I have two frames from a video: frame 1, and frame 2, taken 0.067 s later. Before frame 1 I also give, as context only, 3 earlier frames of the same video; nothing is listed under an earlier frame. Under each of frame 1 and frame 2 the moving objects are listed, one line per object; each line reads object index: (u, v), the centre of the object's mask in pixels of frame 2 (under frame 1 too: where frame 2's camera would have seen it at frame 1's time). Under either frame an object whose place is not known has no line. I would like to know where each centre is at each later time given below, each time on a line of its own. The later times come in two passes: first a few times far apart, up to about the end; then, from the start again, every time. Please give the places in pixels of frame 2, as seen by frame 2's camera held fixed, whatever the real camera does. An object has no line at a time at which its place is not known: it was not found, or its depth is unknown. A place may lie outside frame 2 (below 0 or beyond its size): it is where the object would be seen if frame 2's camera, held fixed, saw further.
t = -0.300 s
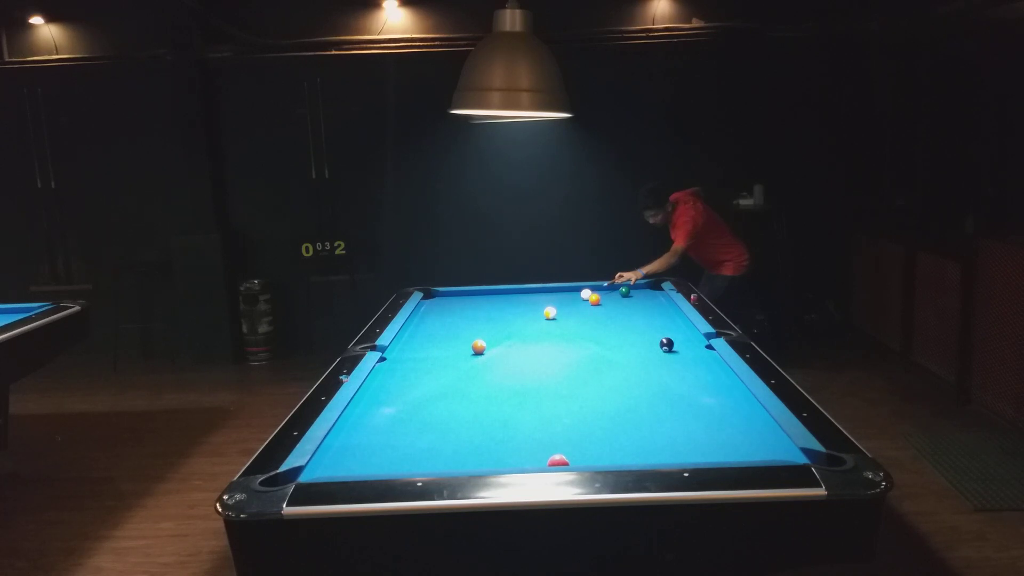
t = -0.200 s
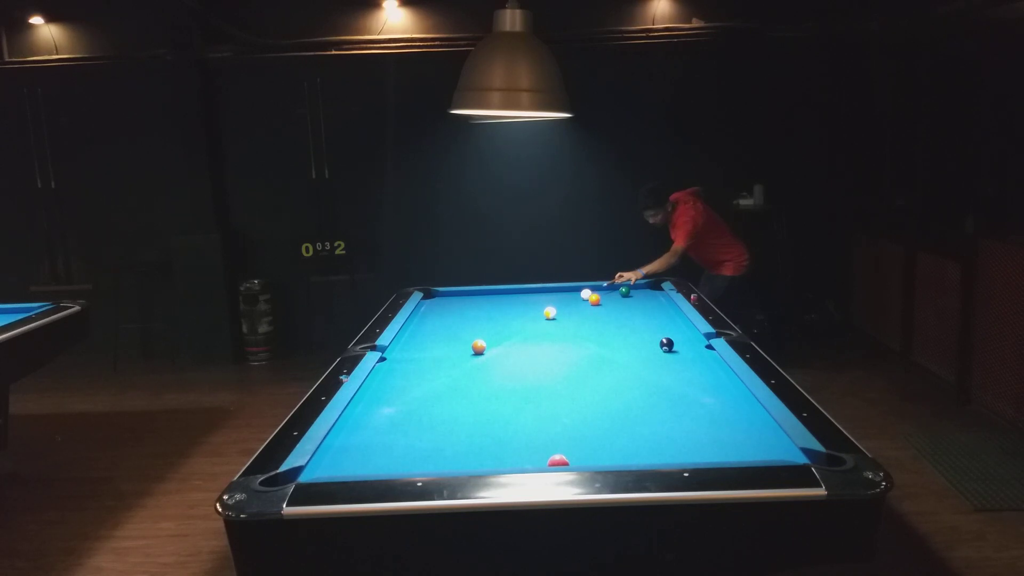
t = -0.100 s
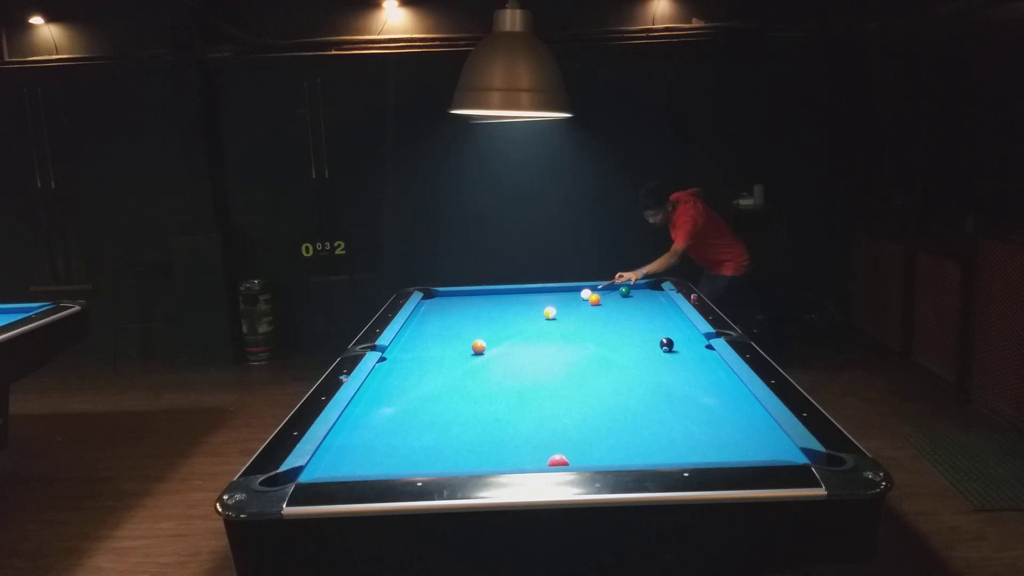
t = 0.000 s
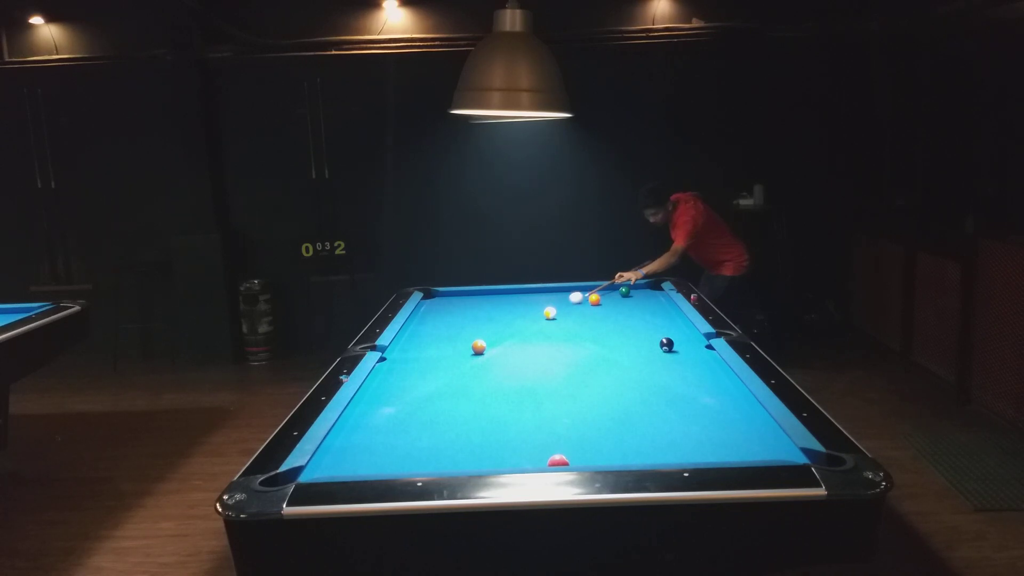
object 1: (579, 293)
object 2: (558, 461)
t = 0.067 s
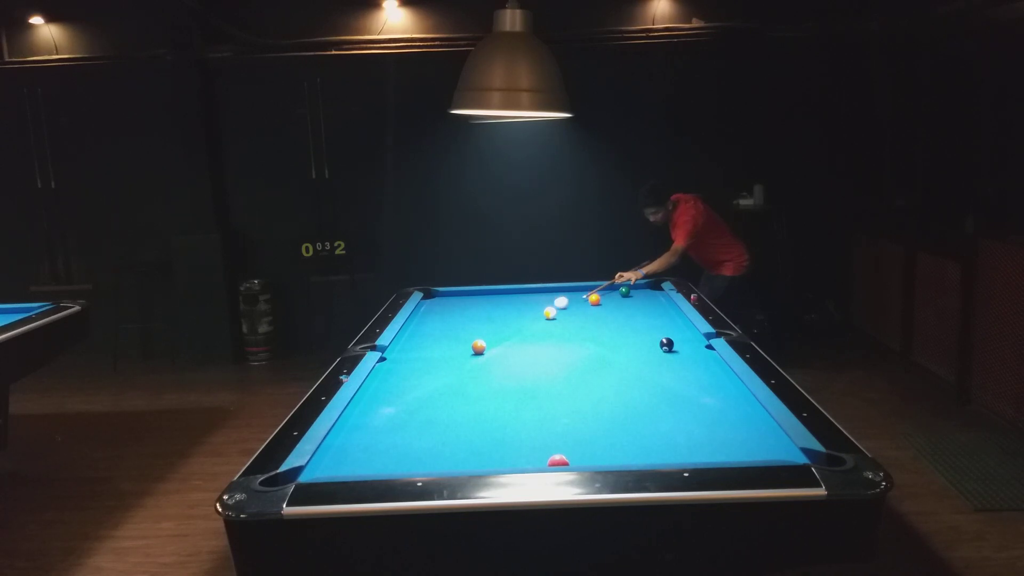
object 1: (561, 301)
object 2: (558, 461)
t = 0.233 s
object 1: (526, 314)
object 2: (558, 461)
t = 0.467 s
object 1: (470, 334)
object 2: (558, 461)
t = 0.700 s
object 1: (405, 357)
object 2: (558, 461)
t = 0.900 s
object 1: (395, 372)
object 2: (558, 461)
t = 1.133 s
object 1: (416, 388)
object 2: (558, 461)
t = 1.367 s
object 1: (441, 405)
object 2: (558, 461)
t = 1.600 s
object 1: (468, 425)
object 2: (558, 461)
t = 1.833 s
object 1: (499, 447)
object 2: (558, 461)
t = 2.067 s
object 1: (535, 461)
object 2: (558, 461)
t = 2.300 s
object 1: (549, 449)
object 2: (583, 460)
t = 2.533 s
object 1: (561, 436)
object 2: (602, 459)
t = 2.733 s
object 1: (569, 425)
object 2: (618, 458)
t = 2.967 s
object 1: (579, 414)
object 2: (633, 457)
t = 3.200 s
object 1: (587, 405)
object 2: (647, 457)
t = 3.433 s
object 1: (594, 397)
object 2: (659, 456)
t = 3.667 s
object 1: (600, 389)
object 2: (669, 456)
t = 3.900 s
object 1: (605, 383)
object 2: (677, 456)
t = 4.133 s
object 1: (610, 377)
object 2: (682, 455)
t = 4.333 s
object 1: (614, 373)
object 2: (686, 455)
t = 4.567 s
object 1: (617, 369)
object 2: (688, 455)
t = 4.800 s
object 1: (620, 365)
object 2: (689, 455)
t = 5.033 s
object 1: (623, 361)
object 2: (689, 455)
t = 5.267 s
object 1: (625, 358)
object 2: (689, 455)
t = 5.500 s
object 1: (627, 356)
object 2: (689, 455)
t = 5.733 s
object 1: (628, 354)
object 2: (689, 455)
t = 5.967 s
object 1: (629, 353)
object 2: (689, 455)
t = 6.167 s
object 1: (630, 352)
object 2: (689, 455)
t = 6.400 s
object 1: (630, 351)
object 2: (689, 455)
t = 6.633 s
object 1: (630, 350)
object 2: (689, 455)
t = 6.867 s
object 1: (630, 351)
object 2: (689, 455)
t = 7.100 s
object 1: (630, 350)
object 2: (689, 455)
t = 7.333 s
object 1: (630, 350)
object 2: (689, 455)
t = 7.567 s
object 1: (630, 350)
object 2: (689, 455)
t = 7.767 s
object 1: (630, 350)
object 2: (689, 455)
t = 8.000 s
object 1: (630, 350)
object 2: (689, 455)
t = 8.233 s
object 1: (630, 350)
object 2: (689, 455)
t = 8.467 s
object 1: (630, 350)
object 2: (689, 455)
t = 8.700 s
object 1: (630, 350)
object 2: (689, 455)
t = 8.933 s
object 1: (630, 350)
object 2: (689, 455)
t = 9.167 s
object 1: (630, 350)
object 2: (689, 456)
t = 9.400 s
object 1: (630, 350)
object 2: (689, 455)
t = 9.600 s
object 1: (630, 350)
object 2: (689, 455)
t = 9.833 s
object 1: (630, 350)
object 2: (689, 455)
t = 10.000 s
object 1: (630, 350)
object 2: (689, 455)
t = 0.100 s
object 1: (554, 304)
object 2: (558, 461)
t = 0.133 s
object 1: (545, 305)
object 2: (558, 461)
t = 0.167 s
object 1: (539, 309)
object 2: (558, 461)
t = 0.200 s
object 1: (532, 312)
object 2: (558, 461)
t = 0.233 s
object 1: (526, 314)
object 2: (558, 461)
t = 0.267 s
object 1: (518, 317)
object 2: (558, 461)
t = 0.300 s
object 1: (511, 320)
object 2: (558, 461)
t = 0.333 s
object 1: (503, 322)
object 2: (558, 461)
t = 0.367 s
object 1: (495, 325)
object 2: (558, 461)
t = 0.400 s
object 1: (487, 328)
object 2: (558, 461)
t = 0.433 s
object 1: (479, 331)
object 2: (558, 461)
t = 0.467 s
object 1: (470, 334)
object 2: (558, 461)
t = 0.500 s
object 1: (462, 337)
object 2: (558, 461)
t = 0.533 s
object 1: (453, 340)
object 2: (558, 461)
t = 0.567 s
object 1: (444, 343)
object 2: (558, 461)
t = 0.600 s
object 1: (435, 346)
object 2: (558, 461)
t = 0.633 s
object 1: (425, 350)
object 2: (558, 461)
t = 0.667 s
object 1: (415, 353)
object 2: (558, 461)
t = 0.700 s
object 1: (405, 357)
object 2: (558, 461)
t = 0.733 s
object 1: (395, 360)
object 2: (558, 461)
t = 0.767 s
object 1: (384, 364)
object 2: (558, 461)
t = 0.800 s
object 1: (385, 367)
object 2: (558, 461)
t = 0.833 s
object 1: (389, 369)
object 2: (558, 461)
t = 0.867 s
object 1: (391, 370)
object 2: (558, 461)
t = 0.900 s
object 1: (395, 372)
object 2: (558, 461)
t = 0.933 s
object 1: (397, 375)
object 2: (558, 461)
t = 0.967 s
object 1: (401, 377)
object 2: (558, 461)
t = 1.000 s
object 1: (404, 379)
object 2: (558, 461)
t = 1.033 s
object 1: (407, 381)
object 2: (558, 461)
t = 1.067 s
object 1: (410, 383)
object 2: (558, 461)
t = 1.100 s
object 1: (413, 385)
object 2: (558, 461)
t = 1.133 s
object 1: (416, 388)
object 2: (558, 461)
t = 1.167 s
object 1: (420, 390)
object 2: (558, 461)
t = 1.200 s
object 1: (423, 393)
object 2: (558, 461)
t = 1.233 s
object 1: (426, 395)
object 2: (558, 461)
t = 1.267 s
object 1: (430, 397)
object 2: (558, 461)
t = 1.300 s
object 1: (433, 400)
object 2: (558, 461)
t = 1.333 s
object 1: (437, 402)
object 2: (558, 461)
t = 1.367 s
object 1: (441, 405)
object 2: (558, 461)
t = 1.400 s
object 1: (444, 408)
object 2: (558, 461)
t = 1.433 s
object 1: (448, 410)
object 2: (558, 461)
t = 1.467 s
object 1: (452, 413)
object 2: (558, 461)
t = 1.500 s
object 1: (456, 416)
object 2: (558, 461)
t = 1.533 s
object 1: (460, 419)
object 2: (558, 461)
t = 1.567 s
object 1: (464, 422)
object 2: (558, 461)
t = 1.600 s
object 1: (468, 425)
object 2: (558, 461)
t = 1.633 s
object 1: (472, 428)
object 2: (558, 461)
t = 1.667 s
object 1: (476, 431)
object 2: (558, 461)
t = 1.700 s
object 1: (481, 434)
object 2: (558, 461)
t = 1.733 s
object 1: (485, 437)
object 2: (558, 461)
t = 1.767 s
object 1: (490, 440)
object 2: (558, 461)
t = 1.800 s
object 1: (495, 444)
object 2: (558, 461)
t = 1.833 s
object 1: (499, 447)
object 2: (558, 461)
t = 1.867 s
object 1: (504, 450)
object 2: (558, 461)
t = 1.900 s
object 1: (509, 454)
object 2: (558, 461)
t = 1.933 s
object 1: (514, 456)
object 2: (558, 461)
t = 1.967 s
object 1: (519, 459)
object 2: (558, 461)
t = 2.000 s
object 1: (524, 460)
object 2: (558, 461)
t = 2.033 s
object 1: (529, 462)
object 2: (558, 461)
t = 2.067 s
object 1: (535, 461)
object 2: (558, 461)
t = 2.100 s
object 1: (537, 460)
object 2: (563, 461)
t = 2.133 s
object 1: (539, 458)
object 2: (567, 461)
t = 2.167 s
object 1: (541, 457)
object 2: (570, 461)
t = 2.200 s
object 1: (543, 456)
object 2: (574, 460)
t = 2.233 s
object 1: (545, 454)
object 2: (577, 460)
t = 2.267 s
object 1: (547, 451)
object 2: (580, 460)
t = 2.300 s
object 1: (549, 449)
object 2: (583, 460)
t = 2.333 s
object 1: (550, 447)
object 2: (586, 460)
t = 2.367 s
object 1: (552, 445)
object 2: (588, 460)
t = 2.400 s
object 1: (554, 443)
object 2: (591, 459)
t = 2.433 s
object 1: (556, 441)
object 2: (594, 459)
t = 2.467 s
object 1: (557, 439)
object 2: (597, 459)
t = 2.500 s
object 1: (559, 438)
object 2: (599, 459)
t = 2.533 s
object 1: (561, 436)
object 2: (602, 459)
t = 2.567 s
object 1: (562, 434)
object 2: (605, 459)
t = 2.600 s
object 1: (563, 432)
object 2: (607, 459)
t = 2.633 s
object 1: (565, 430)
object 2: (610, 458)
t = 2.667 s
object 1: (567, 429)
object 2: (613, 458)
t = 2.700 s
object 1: (568, 427)
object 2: (615, 458)
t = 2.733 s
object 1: (569, 425)
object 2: (618, 458)
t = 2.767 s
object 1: (571, 423)
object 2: (620, 458)
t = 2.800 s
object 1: (572, 422)
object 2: (622, 458)
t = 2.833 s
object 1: (574, 420)
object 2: (625, 458)
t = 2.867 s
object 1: (575, 419)
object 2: (627, 458)
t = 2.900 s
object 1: (576, 417)
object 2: (629, 458)
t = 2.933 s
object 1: (577, 416)
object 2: (631, 458)
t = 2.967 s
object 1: (579, 414)
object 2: (633, 457)
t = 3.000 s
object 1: (580, 413)
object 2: (635, 457)
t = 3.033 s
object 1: (581, 412)
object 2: (637, 457)
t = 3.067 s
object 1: (582, 410)
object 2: (639, 457)
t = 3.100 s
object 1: (584, 409)
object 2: (641, 457)
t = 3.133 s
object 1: (585, 408)
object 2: (644, 457)
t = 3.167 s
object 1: (586, 406)
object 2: (645, 457)
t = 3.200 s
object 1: (587, 405)
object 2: (647, 457)
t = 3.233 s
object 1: (588, 404)
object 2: (649, 457)
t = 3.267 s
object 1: (589, 402)
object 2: (651, 457)
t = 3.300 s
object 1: (590, 401)
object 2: (652, 457)
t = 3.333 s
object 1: (591, 400)
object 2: (654, 456)
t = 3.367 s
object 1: (592, 399)
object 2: (656, 457)
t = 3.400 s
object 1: (593, 398)
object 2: (657, 456)
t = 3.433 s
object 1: (594, 397)
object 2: (659, 456)
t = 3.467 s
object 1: (595, 396)
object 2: (660, 456)
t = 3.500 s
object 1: (596, 394)
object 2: (662, 456)
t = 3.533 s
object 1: (597, 393)
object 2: (663, 456)
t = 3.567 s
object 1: (598, 392)
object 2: (665, 456)
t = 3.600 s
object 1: (598, 391)
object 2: (666, 456)
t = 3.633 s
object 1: (599, 390)
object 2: (667, 456)
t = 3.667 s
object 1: (600, 389)
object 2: (669, 456)
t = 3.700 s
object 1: (601, 388)
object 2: (670, 456)
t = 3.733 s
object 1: (602, 387)
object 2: (671, 456)
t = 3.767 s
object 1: (602, 386)
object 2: (672, 456)
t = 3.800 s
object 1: (603, 385)
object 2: (673, 456)
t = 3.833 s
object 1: (604, 384)
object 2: (675, 456)
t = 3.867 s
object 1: (605, 384)
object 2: (676, 456)
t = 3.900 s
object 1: (605, 383)
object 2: (677, 456)
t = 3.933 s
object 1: (606, 382)
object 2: (678, 455)
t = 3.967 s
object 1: (607, 381)
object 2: (679, 455)
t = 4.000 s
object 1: (607, 380)
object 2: (679, 455)
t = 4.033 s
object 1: (608, 380)
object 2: (680, 455)
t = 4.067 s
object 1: (609, 379)
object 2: (681, 455)
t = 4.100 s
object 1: (609, 378)
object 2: (682, 455)
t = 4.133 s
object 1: (610, 377)
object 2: (682, 455)
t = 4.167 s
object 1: (611, 377)
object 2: (683, 455)
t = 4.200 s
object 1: (611, 376)
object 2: (684, 455)
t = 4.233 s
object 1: (612, 375)
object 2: (684, 455)
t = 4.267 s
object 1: (613, 374)
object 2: (685, 455)
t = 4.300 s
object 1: (613, 374)
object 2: (685, 455)
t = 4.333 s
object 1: (614, 373)
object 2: (686, 455)
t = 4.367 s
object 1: (614, 372)
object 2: (686, 455)
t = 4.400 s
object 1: (615, 372)
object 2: (686, 455)
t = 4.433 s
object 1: (615, 371)
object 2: (687, 455)
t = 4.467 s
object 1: (616, 370)
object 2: (687, 455)
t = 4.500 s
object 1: (616, 370)
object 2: (688, 455)
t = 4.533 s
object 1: (617, 369)
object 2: (688, 455)
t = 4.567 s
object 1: (617, 369)
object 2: (688, 455)
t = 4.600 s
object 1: (618, 368)
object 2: (688, 455)
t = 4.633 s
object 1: (618, 368)
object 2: (688, 455)
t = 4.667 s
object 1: (618, 367)
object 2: (688, 455)
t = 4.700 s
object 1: (619, 366)
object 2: (689, 455)
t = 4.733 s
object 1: (619, 366)
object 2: (689, 455)
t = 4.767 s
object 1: (620, 365)
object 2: (689, 455)
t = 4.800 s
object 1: (620, 365)
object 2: (689, 455)
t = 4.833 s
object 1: (621, 364)
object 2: (689, 455)
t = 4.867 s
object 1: (621, 364)
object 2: (689, 455)
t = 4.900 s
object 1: (621, 363)
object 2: (689, 455)
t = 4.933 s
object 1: (622, 363)
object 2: (689, 455)
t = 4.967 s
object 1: (622, 362)
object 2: (689, 455)
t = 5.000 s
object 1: (623, 362)
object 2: (689, 455)
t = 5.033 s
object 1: (623, 361)
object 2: (689, 455)
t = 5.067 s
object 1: (623, 361)
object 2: (689, 455)
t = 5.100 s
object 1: (623, 360)
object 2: (689, 455)
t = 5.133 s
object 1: (624, 360)
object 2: (689, 455)
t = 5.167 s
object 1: (624, 360)
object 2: (689, 455)
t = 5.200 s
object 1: (625, 359)
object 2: (689, 455)
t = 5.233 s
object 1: (625, 359)
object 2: (689, 455)
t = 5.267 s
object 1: (625, 358)
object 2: (689, 455)
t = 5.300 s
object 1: (625, 358)
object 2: (689, 455)
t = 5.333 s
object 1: (626, 358)
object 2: (689, 455)
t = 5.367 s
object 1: (626, 358)
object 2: (689, 455)
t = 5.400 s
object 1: (626, 357)
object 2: (689, 455)
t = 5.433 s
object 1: (627, 357)
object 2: (689, 455)
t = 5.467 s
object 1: (627, 357)
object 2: (689, 455)
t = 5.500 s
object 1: (627, 356)
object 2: (689, 455)
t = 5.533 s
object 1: (627, 356)
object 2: (689, 455)
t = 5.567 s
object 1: (628, 355)
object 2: (689, 455)
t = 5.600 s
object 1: (628, 355)
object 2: (689, 455)
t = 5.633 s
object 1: (628, 355)
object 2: (689, 455)
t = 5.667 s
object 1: (628, 355)
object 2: (689, 455)
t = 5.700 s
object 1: (628, 354)
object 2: (689, 455)
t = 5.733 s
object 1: (628, 354)
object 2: (689, 455)
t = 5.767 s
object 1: (628, 354)
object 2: (689, 455)
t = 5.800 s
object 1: (629, 354)
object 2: (689, 455)
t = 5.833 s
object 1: (629, 353)
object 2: (688, 455)
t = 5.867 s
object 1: (629, 353)
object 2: (689, 455)
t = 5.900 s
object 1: (629, 353)
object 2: (689, 455)
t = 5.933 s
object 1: (629, 353)
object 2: (689, 455)
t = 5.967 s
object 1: (629, 353)
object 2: (689, 455)
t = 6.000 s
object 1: (629, 353)
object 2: (689, 455)
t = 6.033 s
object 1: (629, 352)
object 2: (689, 455)
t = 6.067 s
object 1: (629, 352)
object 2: (689, 455)
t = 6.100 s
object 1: (630, 352)
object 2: (689, 455)
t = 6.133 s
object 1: (630, 352)
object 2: (689, 455)
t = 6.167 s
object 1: (630, 352)
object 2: (689, 455)
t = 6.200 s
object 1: (630, 352)
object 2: (689, 455)
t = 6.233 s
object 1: (630, 352)
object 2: (689, 455)
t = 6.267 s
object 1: (630, 351)
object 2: (689, 455)
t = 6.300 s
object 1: (630, 351)
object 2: (689, 455)
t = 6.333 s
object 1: (630, 351)
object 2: (689, 455)
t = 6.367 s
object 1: (630, 351)
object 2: (689, 455)
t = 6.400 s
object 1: (630, 351)
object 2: (689, 455)
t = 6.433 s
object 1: (630, 351)
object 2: (689, 455)
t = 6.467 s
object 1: (630, 351)
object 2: (689, 455)
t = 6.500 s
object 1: (630, 351)
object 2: (689, 455)
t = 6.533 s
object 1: (630, 351)
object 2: (689, 455)
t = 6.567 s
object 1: (630, 350)
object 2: (689, 455)
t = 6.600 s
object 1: (630, 351)
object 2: (689, 455)
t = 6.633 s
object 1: (630, 350)
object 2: (689, 455)
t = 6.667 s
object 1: (630, 350)
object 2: (689, 455)
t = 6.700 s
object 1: (630, 350)
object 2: (689, 455)
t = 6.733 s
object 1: (630, 350)
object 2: (689, 455)
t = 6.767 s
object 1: (630, 351)
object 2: (689, 455)
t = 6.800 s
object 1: (630, 350)
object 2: (689, 455)
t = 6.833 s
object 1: (630, 350)
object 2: (689, 455)
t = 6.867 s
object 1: (630, 351)
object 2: (689, 455)
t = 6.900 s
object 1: (630, 351)
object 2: (689, 455)
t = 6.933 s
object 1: (630, 351)
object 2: (689, 455)
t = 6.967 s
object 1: (630, 351)
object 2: (689, 455)
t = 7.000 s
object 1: (630, 351)
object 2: (689, 455)
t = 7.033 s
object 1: (630, 350)
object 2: (689, 455)
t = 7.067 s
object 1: (630, 350)
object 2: (689, 455)
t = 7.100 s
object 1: (630, 350)
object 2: (689, 455)
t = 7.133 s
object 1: (630, 350)
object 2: (689, 455)
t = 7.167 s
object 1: (630, 350)
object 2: (689, 455)
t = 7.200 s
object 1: (630, 350)
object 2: (689, 455)
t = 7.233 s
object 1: (630, 350)
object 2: (689, 455)
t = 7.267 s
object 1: (630, 350)
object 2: (689, 455)
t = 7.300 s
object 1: (630, 350)
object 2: (689, 455)
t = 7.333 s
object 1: (630, 350)
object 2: (689, 455)
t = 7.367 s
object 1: (630, 350)
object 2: (689, 455)
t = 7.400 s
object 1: (630, 350)
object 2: (689, 455)
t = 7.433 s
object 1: (630, 350)
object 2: (689, 455)
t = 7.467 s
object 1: (630, 350)
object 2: (689, 455)
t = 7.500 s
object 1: (630, 350)
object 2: (689, 455)
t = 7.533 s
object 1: (630, 350)
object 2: (689, 455)
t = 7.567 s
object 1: (630, 350)
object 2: (689, 455)
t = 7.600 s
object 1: (630, 350)
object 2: (689, 455)
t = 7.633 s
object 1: (630, 350)
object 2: (689, 455)
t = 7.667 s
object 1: (630, 350)
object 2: (689, 455)
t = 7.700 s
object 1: (630, 350)
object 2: (689, 455)
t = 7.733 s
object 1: (630, 350)
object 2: (689, 455)
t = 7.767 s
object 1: (630, 350)
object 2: (689, 455)
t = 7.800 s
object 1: (630, 350)
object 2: (689, 455)
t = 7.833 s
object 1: (630, 350)
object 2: (689, 455)
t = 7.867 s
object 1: (630, 350)
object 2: (689, 455)
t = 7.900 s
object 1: (630, 350)
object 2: (689, 455)
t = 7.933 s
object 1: (630, 350)
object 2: (689, 455)
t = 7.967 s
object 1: (630, 350)
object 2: (689, 455)
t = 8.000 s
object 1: (630, 350)
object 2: (689, 455)
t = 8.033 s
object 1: (630, 350)
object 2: (689, 455)
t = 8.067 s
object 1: (630, 350)
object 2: (689, 455)
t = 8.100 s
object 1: (630, 350)
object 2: (689, 455)
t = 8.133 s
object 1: (630, 350)
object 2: (689, 455)
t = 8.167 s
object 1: (630, 350)
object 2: (689, 455)
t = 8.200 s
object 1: (630, 350)
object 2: (689, 455)
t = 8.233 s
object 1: (630, 350)
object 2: (689, 455)
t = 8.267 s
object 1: (630, 350)
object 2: (689, 455)
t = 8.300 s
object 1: (630, 350)
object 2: (689, 455)
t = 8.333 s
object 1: (630, 350)
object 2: (689, 455)
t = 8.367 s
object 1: (630, 350)
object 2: (689, 455)
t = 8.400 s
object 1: (630, 350)
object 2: (689, 455)
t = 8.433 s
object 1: (630, 350)
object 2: (689, 455)
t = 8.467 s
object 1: (630, 350)
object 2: (689, 455)
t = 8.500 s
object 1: (630, 350)
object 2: (689, 455)
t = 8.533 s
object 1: (630, 350)
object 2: (689, 455)
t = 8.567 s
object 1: (630, 350)
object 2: (689, 455)
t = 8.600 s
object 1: (630, 350)
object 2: (689, 455)
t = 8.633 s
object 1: (630, 350)
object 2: (689, 455)
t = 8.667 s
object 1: (630, 350)
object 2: (689, 455)
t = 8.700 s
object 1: (630, 350)
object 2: (689, 455)
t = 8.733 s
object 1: (630, 350)
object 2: (689, 455)
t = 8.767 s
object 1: (630, 350)
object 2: (689, 455)
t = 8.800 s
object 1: (630, 350)
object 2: (689, 455)
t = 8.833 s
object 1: (630, 350)
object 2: (689, 455)
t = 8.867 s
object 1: (630, 350)
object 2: (689, 455)
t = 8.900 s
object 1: (630, 350)
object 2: (689, 455)
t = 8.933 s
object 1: (630, 350)
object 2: (689, 455)
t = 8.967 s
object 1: (630, 350)
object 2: (689, 455)
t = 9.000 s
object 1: (630, 350)
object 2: (689, 455)
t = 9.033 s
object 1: (630, 350)
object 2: (689, 455)
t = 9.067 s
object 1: (630, 350)
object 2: (689, 455)
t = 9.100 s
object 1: (630, 350)
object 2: (689, 455)
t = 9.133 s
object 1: (630, 350)
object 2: (689, 455)
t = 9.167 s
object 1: (630, 350)
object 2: (689, 456)
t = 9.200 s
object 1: (630, 350)
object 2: (689, 455)
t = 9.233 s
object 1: (630, 350)
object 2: (689, 455)
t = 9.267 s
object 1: (630, 350)
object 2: (689, 455)
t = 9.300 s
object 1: (630, 350)
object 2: (689, 455)
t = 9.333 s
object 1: (630, 350)
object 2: (689, 455)
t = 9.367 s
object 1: (630, 350)
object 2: (689, 455)
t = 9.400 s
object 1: (630, 350)
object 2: (689, 455)
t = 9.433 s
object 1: (630, 350)
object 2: (688, 455)
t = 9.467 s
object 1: (630, 350)
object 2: (689, 455)
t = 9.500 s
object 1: (630, 350)
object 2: (689, 455)
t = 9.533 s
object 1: (630, 350)
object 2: (689, 455)
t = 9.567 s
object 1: (630, 350)
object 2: (689, 455)
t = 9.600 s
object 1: (630, 350)
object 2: (689, 455)
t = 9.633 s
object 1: (630, 350)
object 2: (689, 455)
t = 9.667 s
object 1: (630, 350)
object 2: (689, 455)
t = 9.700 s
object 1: (630, 350)
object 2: (689, 455)
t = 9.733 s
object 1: (630, 350)
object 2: (689, 455)
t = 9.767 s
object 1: (630, 350)
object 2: (689, 455)
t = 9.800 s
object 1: (630, 350)
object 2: (689, 455)
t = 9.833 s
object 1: (630, 350)
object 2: (689, 455)
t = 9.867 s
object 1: (630, 350)
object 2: (689, 455)
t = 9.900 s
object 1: (630, 350)
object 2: (689, 455)
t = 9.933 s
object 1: (630, 350)
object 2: (689, 455)
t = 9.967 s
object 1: (630, 350)
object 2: (689, 455)
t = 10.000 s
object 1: (630, 350)
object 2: (689, 455)
